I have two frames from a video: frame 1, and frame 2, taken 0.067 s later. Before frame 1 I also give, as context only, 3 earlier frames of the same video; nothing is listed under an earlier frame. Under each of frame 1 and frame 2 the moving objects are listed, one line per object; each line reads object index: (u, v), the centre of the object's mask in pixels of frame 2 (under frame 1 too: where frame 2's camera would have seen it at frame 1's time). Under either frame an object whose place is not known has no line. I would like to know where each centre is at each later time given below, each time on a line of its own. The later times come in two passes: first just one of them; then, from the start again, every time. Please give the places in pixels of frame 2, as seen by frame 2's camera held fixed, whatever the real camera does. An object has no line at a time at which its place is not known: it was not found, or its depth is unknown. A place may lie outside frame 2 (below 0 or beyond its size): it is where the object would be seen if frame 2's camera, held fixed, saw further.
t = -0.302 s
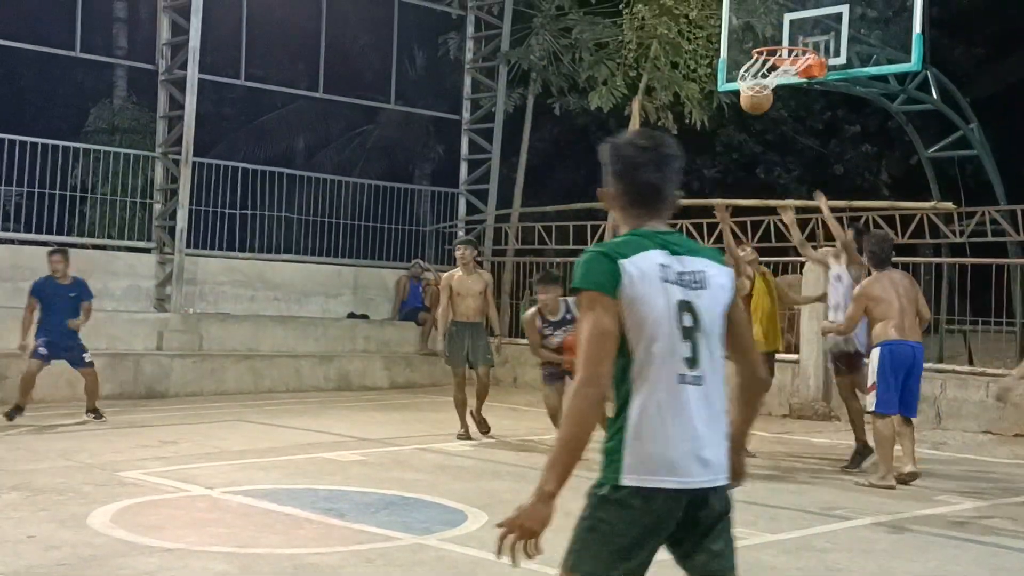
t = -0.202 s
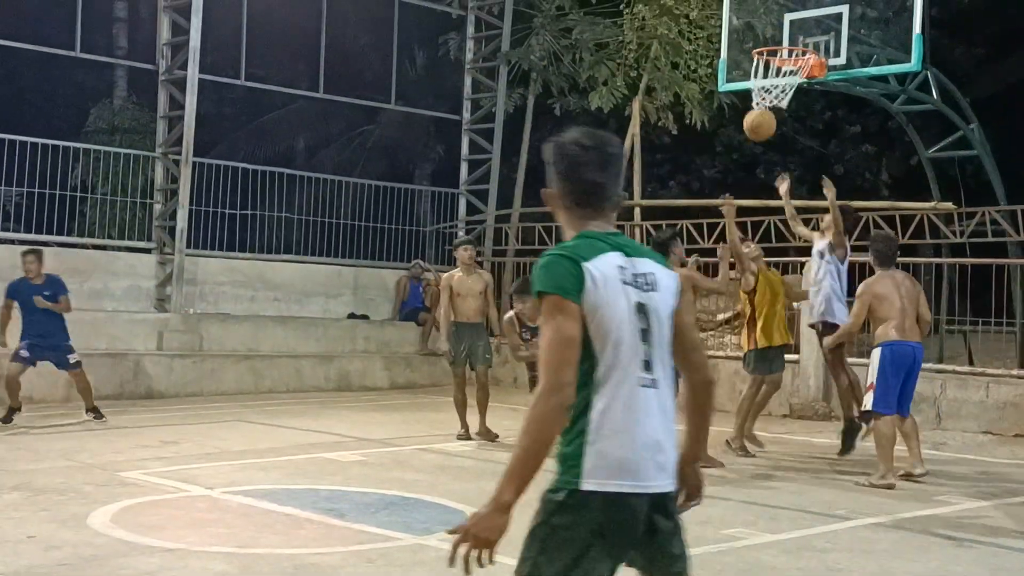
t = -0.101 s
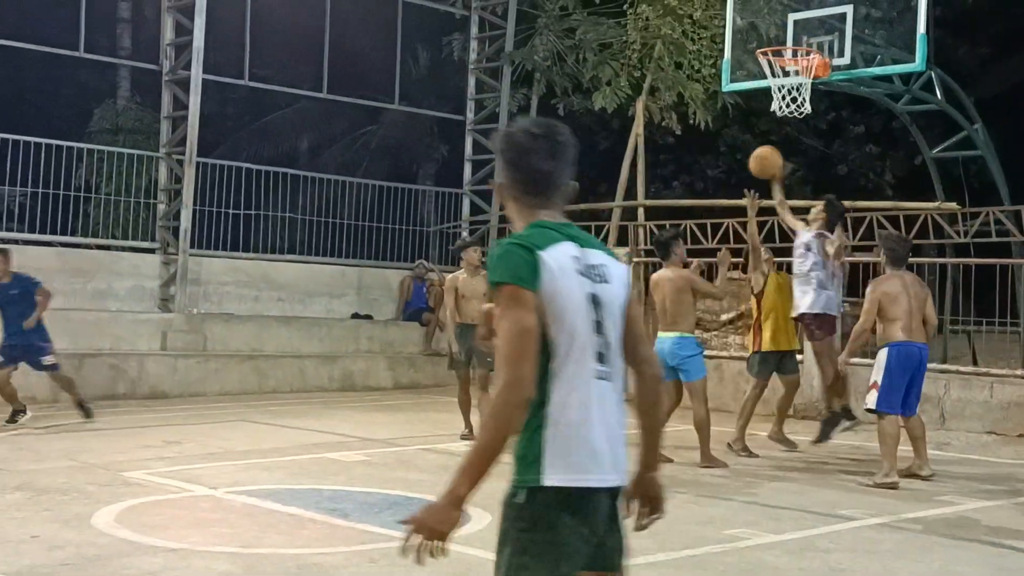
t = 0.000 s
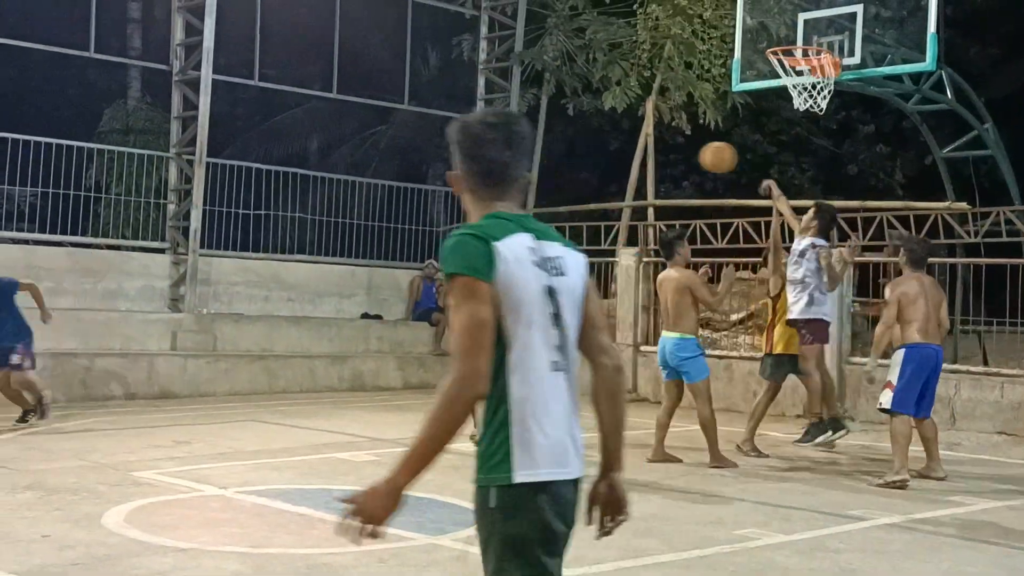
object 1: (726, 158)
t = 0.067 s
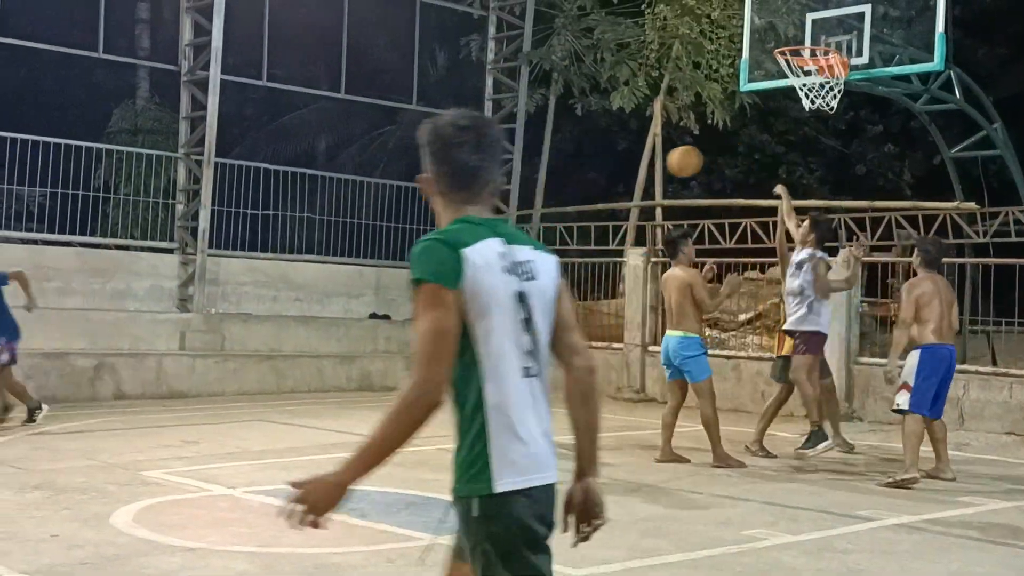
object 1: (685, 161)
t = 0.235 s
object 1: (583, 195)
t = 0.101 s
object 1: (664, 165)
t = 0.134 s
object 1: (640, 171)
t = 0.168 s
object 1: (621, 178)
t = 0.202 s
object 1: (603, 186)
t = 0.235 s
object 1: (583, 195)
